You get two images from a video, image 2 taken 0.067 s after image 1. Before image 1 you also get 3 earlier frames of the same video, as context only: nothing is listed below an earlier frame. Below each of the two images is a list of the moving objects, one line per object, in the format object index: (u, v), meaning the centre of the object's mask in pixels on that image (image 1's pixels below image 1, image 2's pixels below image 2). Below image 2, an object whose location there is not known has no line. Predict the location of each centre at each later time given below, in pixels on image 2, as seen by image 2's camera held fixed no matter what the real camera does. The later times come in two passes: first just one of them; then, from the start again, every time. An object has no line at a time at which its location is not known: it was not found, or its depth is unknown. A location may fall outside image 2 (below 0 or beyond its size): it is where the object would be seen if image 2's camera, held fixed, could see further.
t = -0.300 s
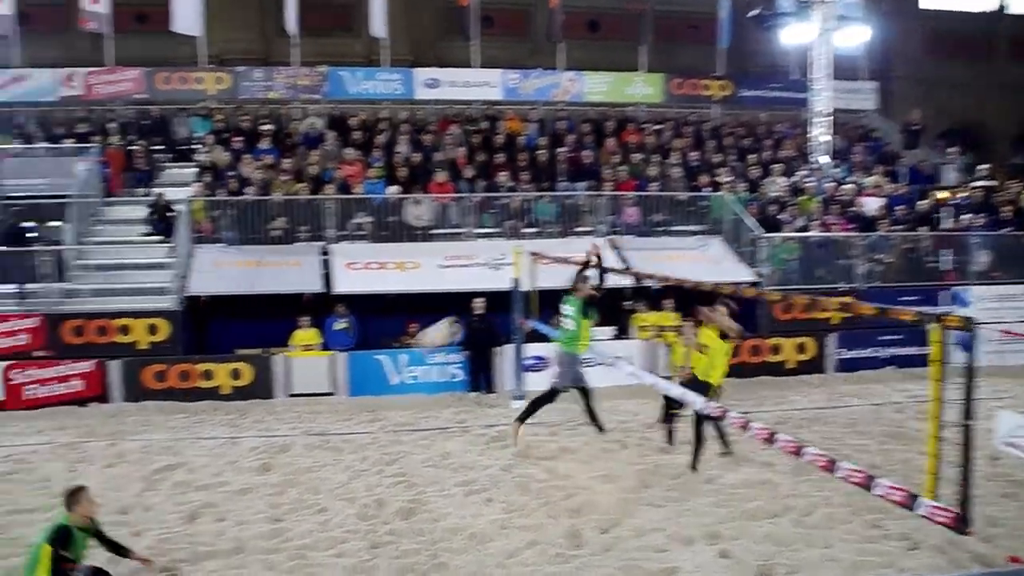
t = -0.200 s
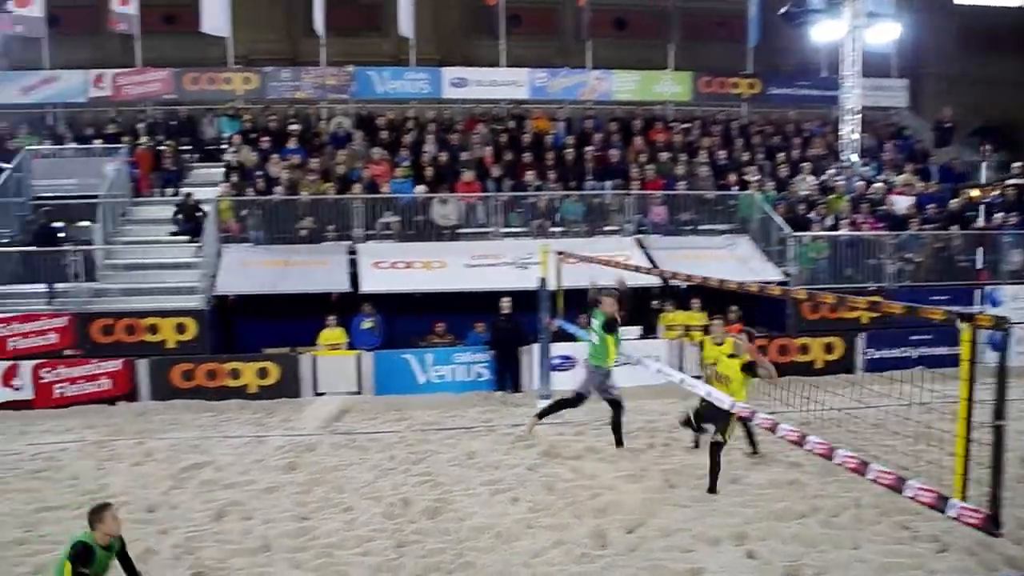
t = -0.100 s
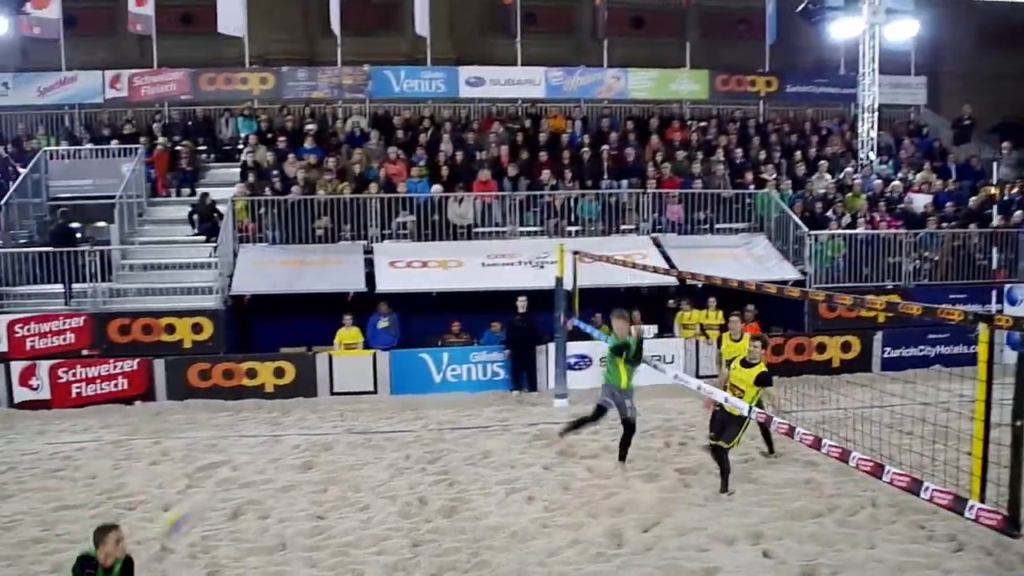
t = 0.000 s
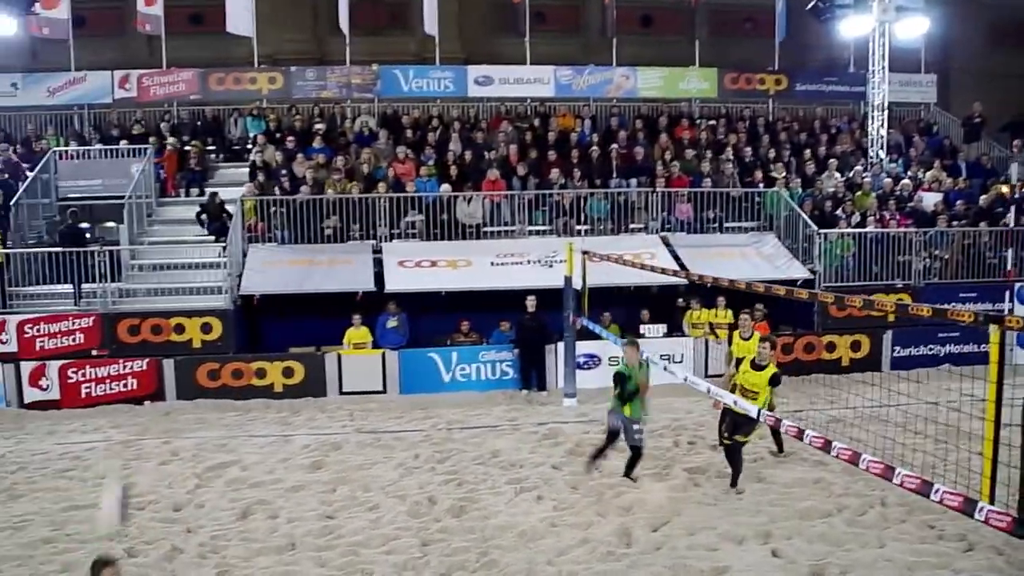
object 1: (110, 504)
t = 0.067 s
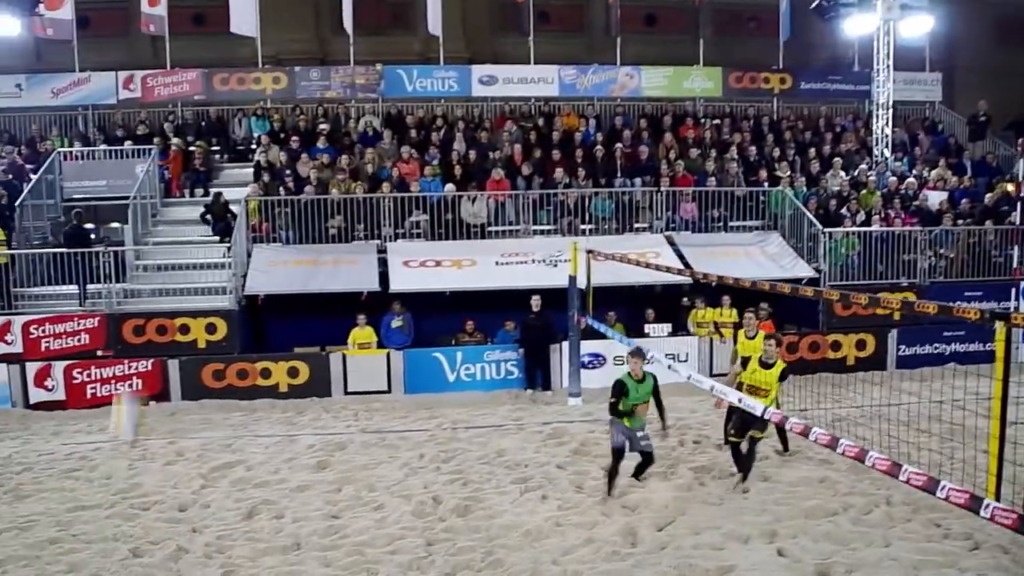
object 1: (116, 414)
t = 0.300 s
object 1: (162, 138)
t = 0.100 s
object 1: (124, 367)
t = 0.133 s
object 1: (136, 333)
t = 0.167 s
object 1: (143, 288)
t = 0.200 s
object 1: (149, 245)
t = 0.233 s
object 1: (153, 208)
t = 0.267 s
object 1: (158, 173)
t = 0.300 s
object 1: (162, 138)
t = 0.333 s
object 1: (168, 113)
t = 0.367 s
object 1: (184, 77)
